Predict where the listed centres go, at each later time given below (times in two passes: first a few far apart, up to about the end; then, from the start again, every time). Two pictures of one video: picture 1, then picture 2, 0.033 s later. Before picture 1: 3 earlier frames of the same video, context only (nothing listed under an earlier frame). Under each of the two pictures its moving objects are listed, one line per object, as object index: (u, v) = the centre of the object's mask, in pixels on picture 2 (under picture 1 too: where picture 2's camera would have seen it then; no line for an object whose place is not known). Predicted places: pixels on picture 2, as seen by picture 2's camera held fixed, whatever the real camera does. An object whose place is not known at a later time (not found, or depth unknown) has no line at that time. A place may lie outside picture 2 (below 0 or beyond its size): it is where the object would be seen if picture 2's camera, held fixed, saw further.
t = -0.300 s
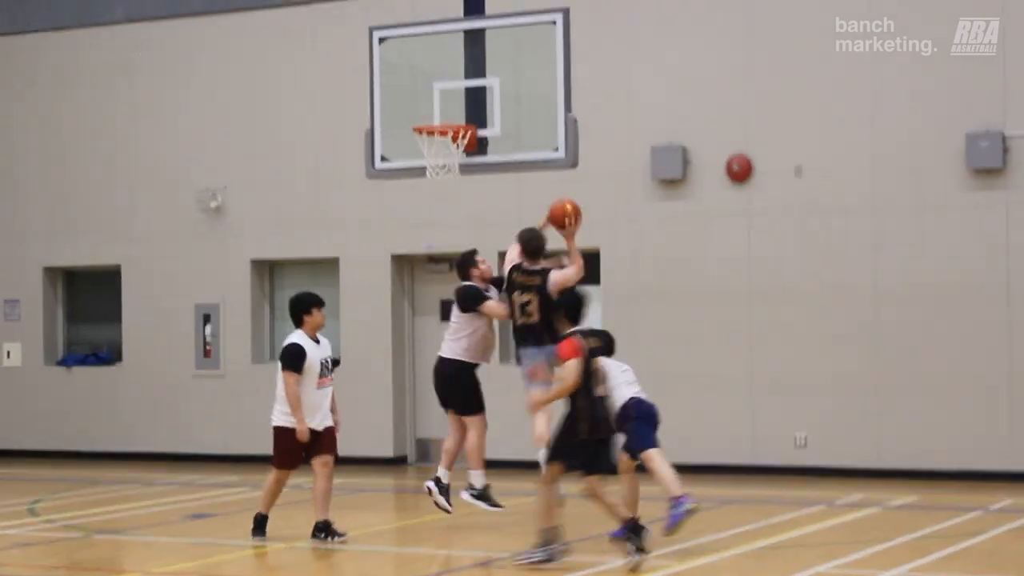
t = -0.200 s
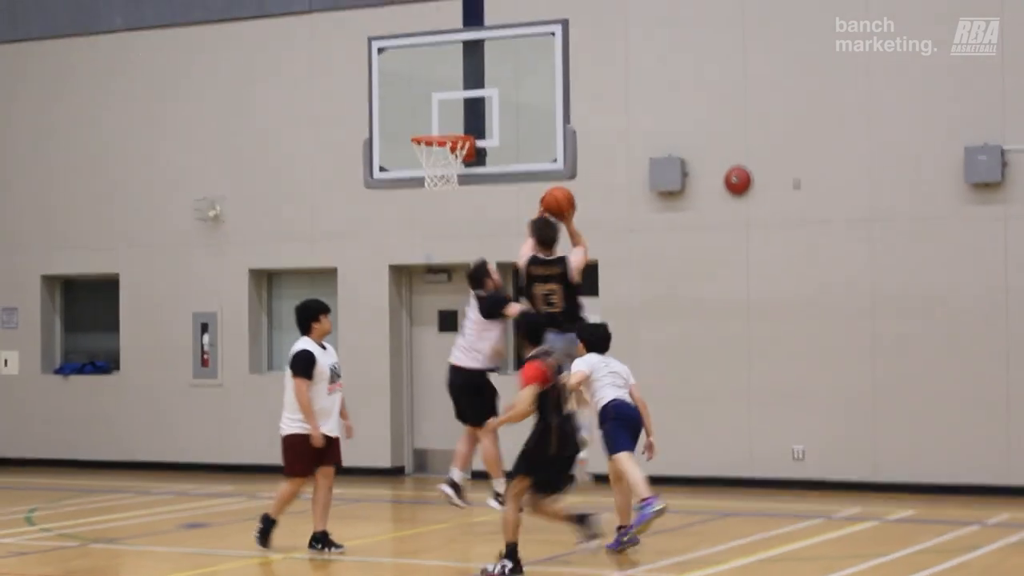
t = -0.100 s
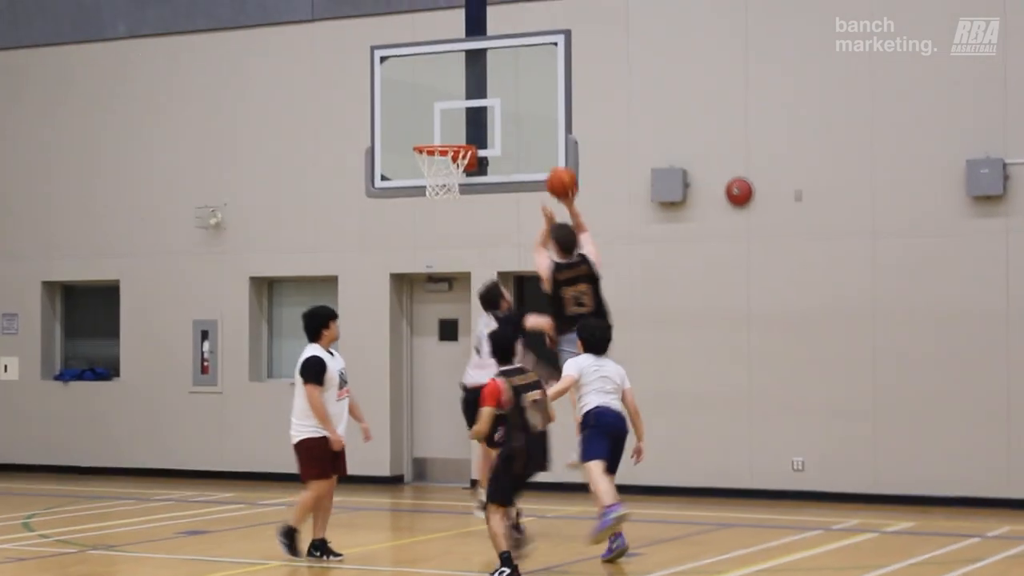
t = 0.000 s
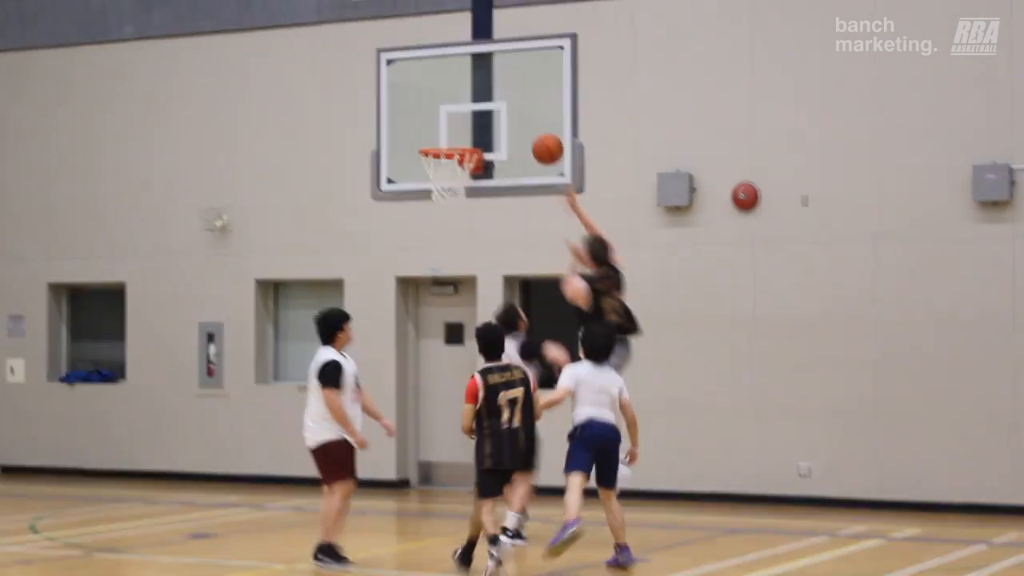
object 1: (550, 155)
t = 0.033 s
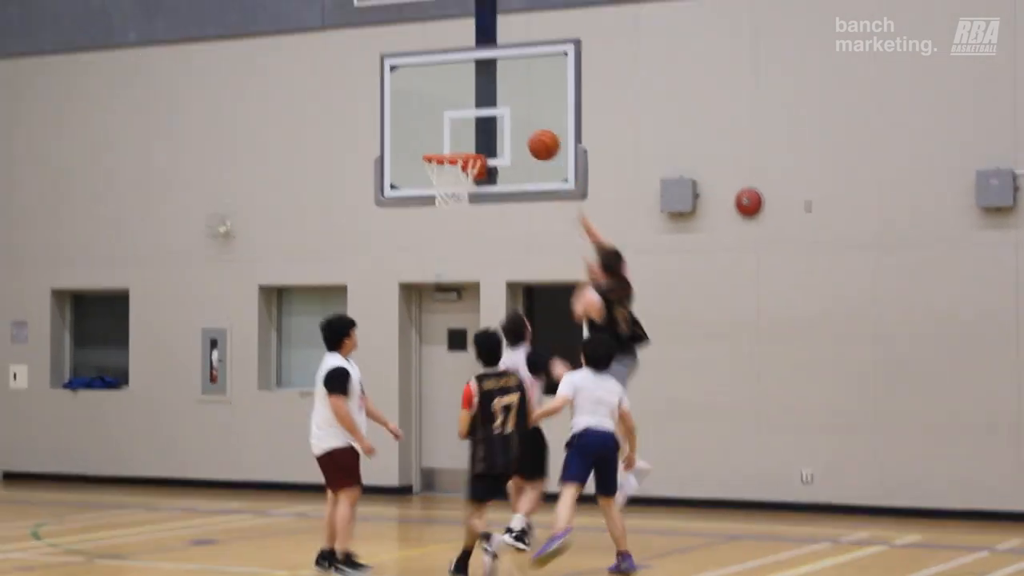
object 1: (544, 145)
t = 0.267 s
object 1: (496, 116)
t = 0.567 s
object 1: (455, 145)
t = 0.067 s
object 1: (536, 137)
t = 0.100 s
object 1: (529, 130)
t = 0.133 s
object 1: (523, 124)
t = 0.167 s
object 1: (516, 120)
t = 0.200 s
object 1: (509, 117)
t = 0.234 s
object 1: (502, 116)
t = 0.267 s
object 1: (496, 116)
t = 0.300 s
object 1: (488, 117)
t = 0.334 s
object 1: (480, 120)
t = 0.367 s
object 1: (472, 123)
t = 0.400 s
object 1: (463, 128)
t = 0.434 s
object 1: (454, 134)
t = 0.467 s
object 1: (446, 142)
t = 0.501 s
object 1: (438, 146)
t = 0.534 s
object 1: (446, 146)
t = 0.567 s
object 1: (455, 145)
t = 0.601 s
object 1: (465, 145)
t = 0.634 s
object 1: (472, 145)
